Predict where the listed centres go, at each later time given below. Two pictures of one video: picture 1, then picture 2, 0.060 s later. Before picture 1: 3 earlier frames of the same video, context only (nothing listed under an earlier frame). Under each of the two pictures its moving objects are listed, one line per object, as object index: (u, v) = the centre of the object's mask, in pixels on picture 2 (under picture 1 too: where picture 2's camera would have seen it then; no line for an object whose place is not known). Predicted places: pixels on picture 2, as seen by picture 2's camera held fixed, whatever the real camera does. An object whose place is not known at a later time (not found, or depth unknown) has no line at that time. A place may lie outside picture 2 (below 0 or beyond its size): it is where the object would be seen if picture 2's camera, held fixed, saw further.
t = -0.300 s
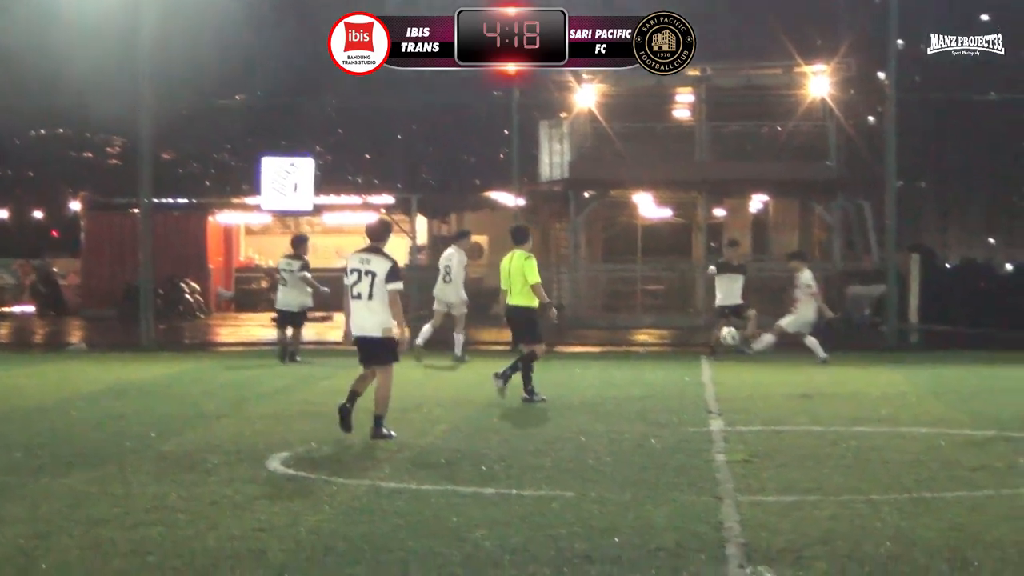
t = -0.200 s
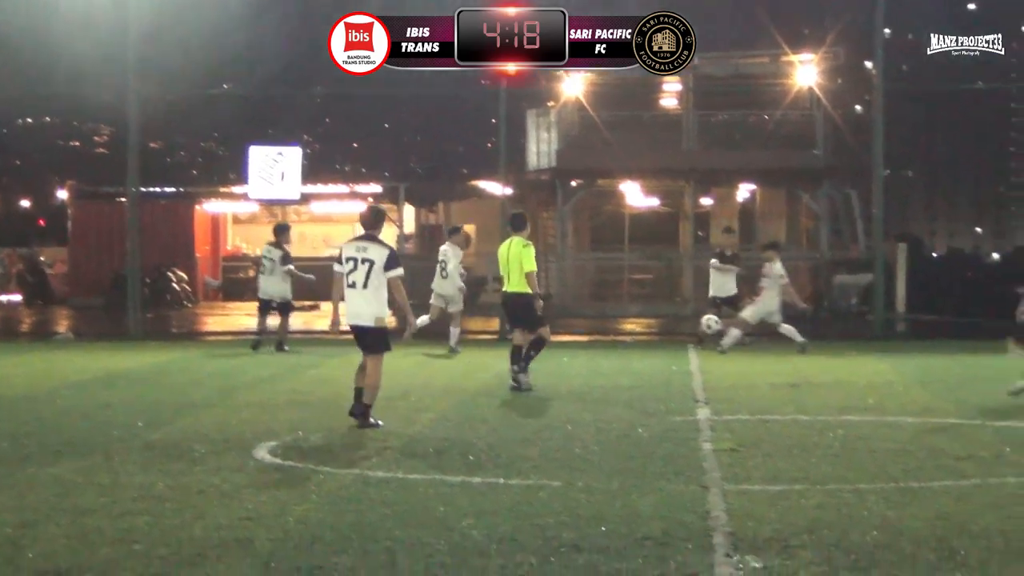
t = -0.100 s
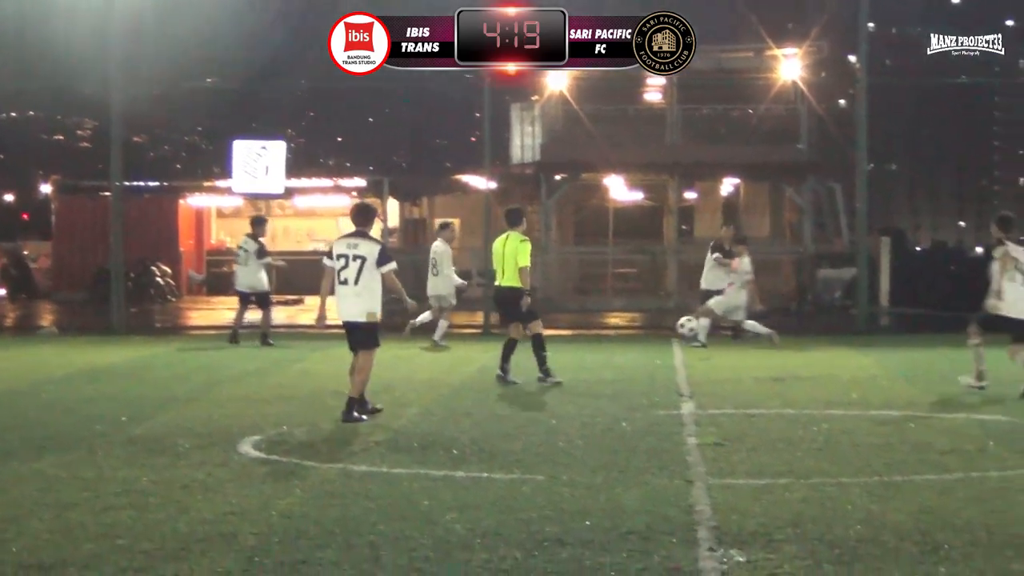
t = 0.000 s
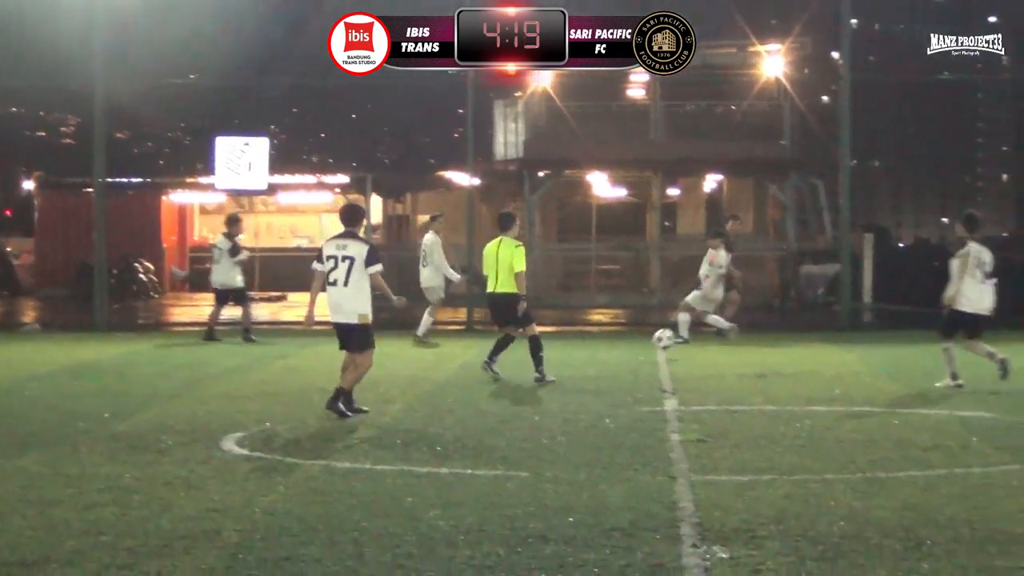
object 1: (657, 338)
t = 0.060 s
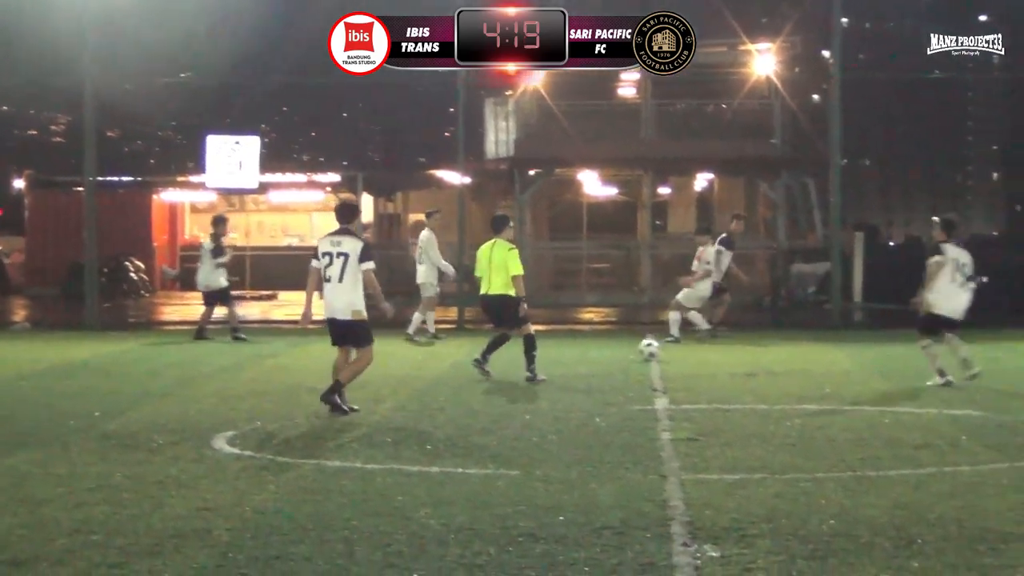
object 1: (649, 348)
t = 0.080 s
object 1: (646, 347)
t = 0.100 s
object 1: (643, 346)
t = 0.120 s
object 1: (641, 346)
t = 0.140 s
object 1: (638, 345)
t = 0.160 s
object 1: (636, 344)
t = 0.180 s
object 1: (634, 345)
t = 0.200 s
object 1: (632, 346)
